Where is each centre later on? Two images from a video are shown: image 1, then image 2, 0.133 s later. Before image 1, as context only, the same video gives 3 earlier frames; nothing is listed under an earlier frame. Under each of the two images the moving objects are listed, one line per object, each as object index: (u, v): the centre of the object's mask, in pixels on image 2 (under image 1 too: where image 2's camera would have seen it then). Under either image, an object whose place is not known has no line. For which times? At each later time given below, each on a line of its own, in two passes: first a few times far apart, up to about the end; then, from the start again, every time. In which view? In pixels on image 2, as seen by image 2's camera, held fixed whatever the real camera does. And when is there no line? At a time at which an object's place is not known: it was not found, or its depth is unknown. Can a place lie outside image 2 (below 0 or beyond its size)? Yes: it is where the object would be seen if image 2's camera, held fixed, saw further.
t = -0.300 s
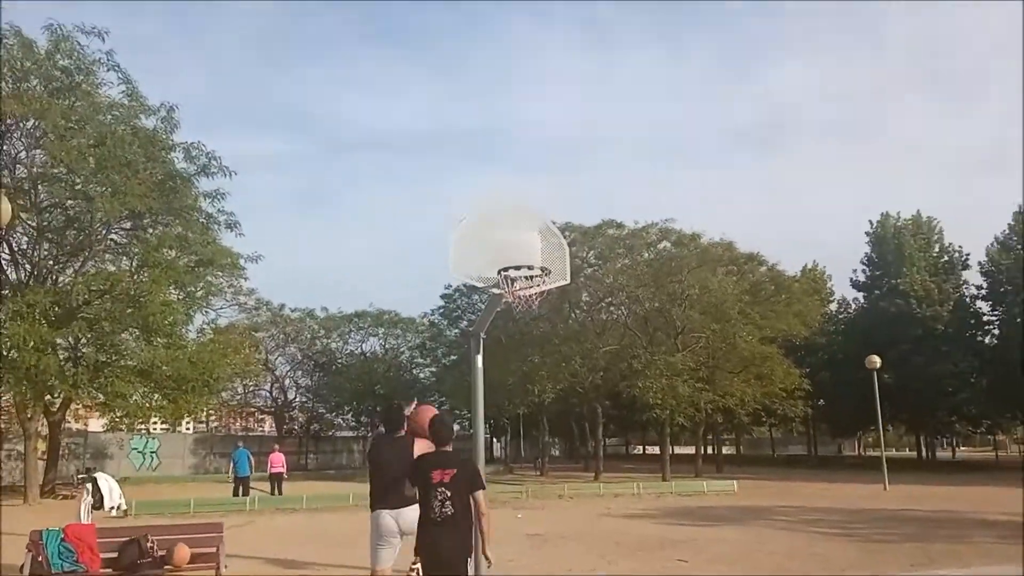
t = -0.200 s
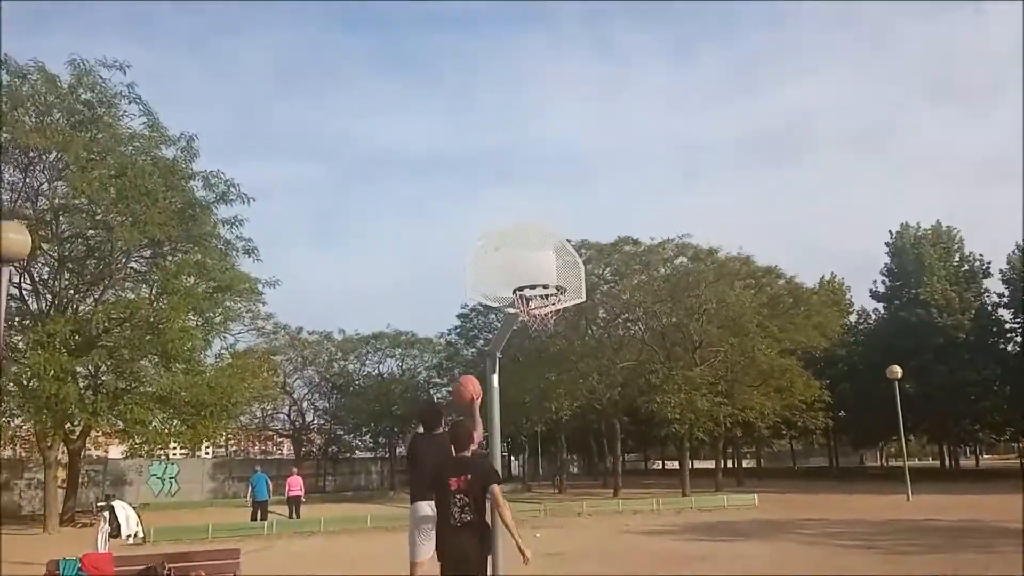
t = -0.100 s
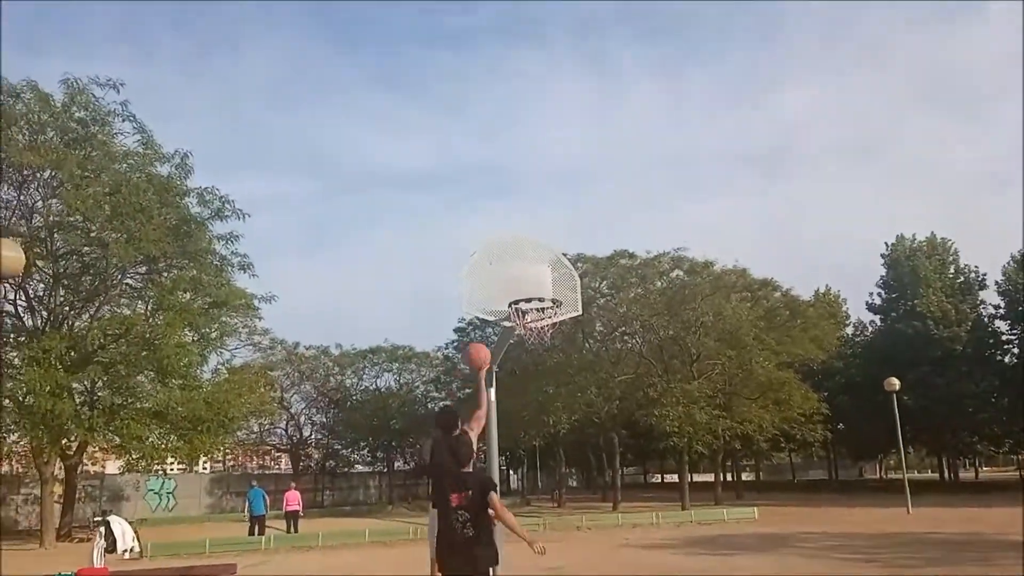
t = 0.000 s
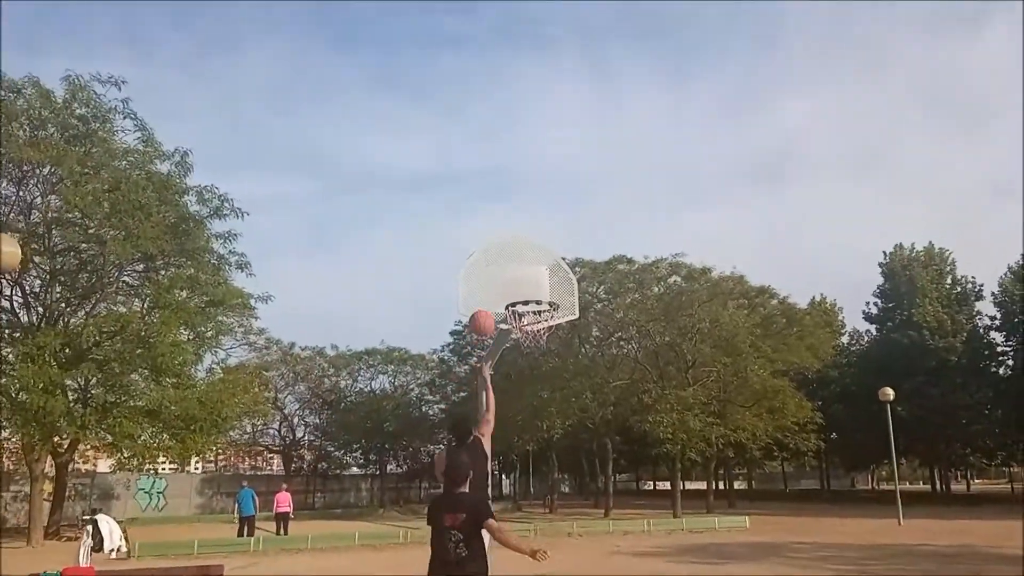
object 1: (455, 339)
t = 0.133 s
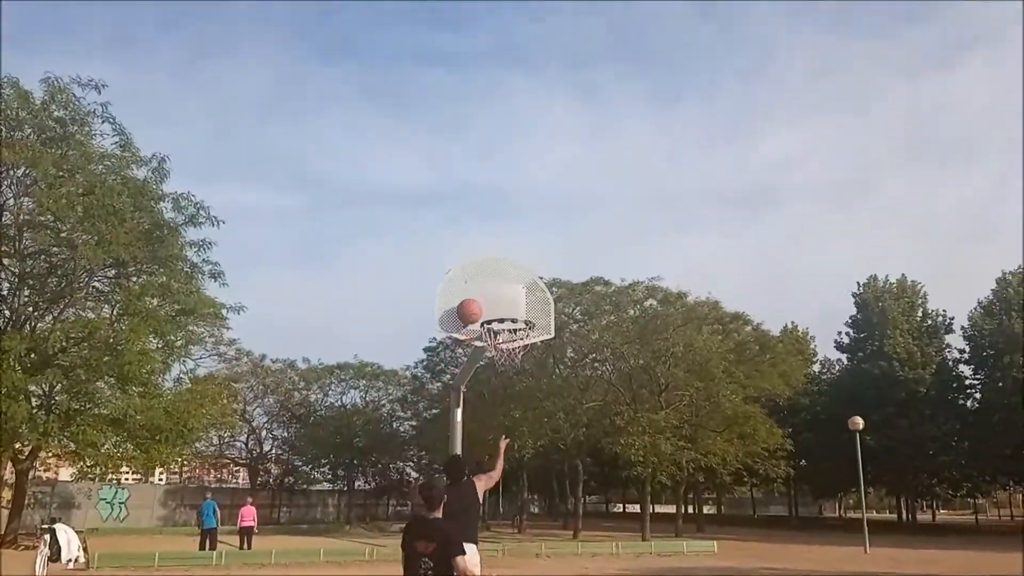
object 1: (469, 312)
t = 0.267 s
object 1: (482, 298)
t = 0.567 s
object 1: (523, 354)
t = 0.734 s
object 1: (531, 419)
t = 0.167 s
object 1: (471, 309)
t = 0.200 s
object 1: (473, 303)
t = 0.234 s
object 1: (476, 299)
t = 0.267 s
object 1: (482, 298)
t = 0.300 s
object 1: (484, 301)
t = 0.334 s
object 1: (486, 305)
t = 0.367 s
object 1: (491, 305)
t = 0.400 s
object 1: (496, 309)
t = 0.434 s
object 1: (501, 322)
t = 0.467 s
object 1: (506, 329)
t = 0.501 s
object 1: (507, 331)
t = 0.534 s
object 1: (517, 341)
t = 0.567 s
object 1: (523, 354)
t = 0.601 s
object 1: (519, 364)
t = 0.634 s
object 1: (524, 375)
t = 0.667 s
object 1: (525, 389)
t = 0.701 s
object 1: (528, 405)
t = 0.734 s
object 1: (531, 419)
